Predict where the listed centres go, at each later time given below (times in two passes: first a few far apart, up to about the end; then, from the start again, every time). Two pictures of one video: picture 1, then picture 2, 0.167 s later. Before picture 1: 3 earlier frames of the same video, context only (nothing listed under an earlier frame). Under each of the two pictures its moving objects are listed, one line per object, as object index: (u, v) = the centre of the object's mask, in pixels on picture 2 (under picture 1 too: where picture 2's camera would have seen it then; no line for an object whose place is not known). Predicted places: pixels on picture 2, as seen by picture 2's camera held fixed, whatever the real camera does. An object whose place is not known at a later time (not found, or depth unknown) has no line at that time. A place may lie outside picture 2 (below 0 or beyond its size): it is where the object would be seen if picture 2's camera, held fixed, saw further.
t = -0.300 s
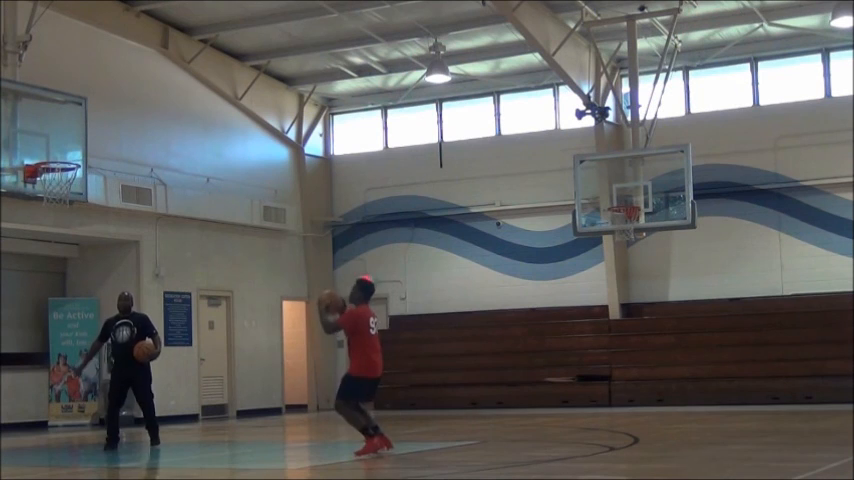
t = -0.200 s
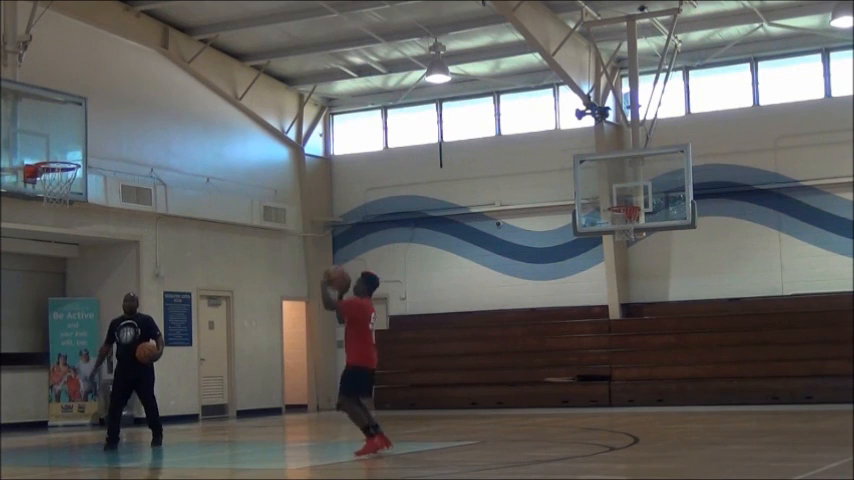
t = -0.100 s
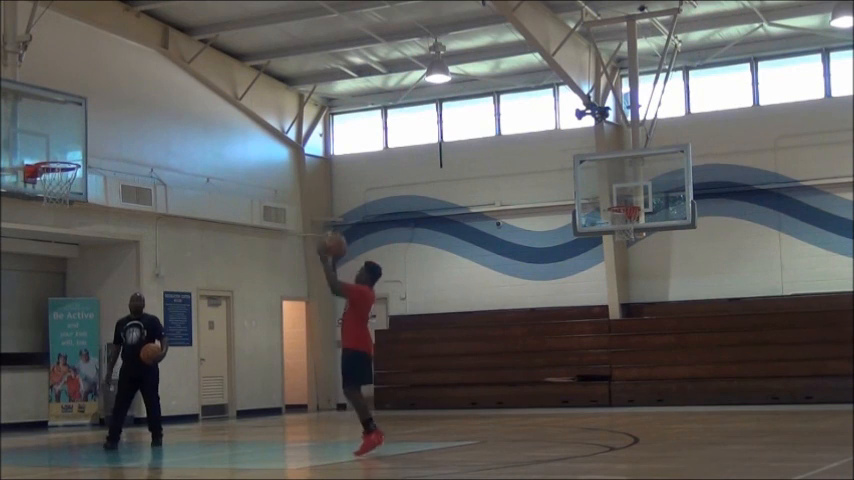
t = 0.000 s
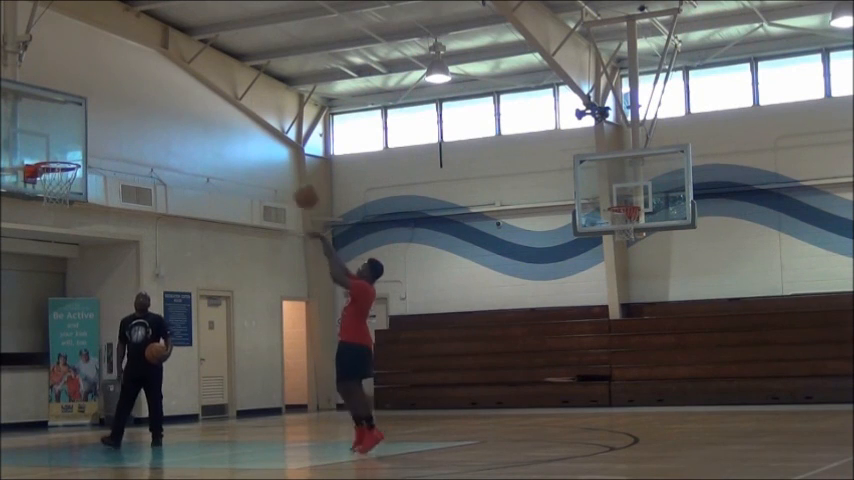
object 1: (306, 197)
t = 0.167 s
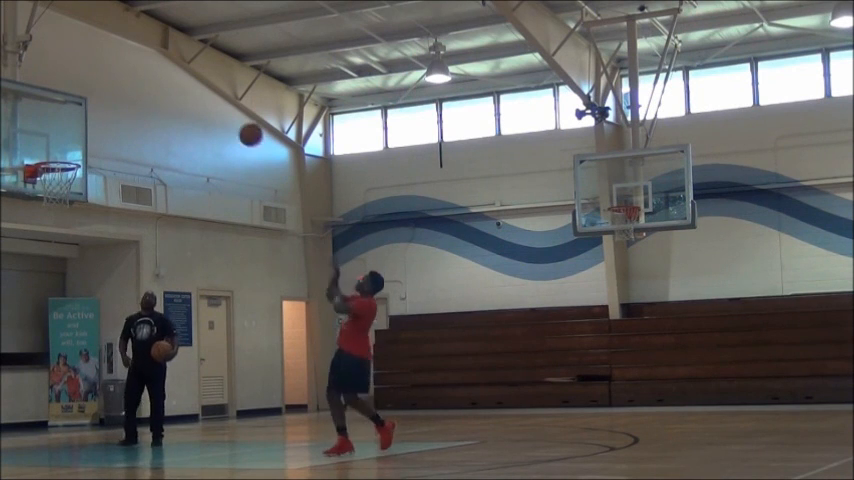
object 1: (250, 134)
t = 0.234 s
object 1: (229, 118)
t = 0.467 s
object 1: (160, 94)
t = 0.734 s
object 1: (86, 128)
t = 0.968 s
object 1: (59, 194)
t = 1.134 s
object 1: (71, 248)
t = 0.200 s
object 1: (240, 126)
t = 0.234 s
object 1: (229, 118)
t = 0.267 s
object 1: (219, 111)
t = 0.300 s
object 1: (208, 105)
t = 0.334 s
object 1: (199, 101)
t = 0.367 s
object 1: (189, 98)
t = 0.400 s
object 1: (179, 96)
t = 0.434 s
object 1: (169, 94)
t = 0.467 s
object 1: (160, 94)
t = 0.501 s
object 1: (150, 95)
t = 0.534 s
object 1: (141, 97)
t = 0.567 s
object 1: (131, 99)
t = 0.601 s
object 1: (122, 103)
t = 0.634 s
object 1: (113, 108)
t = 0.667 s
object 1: (104, 113)
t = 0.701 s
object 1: (95, 120)
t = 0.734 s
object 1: (86, 128)
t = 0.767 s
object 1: (77, 136)
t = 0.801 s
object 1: (69, 145)
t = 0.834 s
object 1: (60, 155)
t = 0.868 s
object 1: (52, 167)
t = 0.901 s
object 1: (53, 176)
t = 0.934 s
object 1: (56, 185)
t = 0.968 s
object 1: (59, 194)
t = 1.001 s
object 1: (61, 202)
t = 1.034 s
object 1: (64, 212)
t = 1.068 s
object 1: (66, 223)
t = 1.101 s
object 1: (68, 234)
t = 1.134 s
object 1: (71, 248)
